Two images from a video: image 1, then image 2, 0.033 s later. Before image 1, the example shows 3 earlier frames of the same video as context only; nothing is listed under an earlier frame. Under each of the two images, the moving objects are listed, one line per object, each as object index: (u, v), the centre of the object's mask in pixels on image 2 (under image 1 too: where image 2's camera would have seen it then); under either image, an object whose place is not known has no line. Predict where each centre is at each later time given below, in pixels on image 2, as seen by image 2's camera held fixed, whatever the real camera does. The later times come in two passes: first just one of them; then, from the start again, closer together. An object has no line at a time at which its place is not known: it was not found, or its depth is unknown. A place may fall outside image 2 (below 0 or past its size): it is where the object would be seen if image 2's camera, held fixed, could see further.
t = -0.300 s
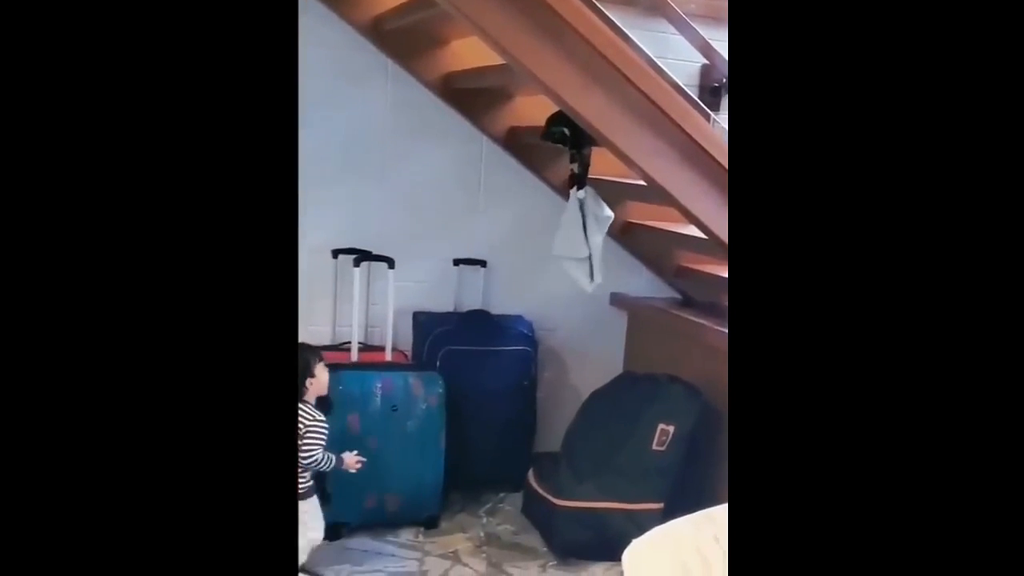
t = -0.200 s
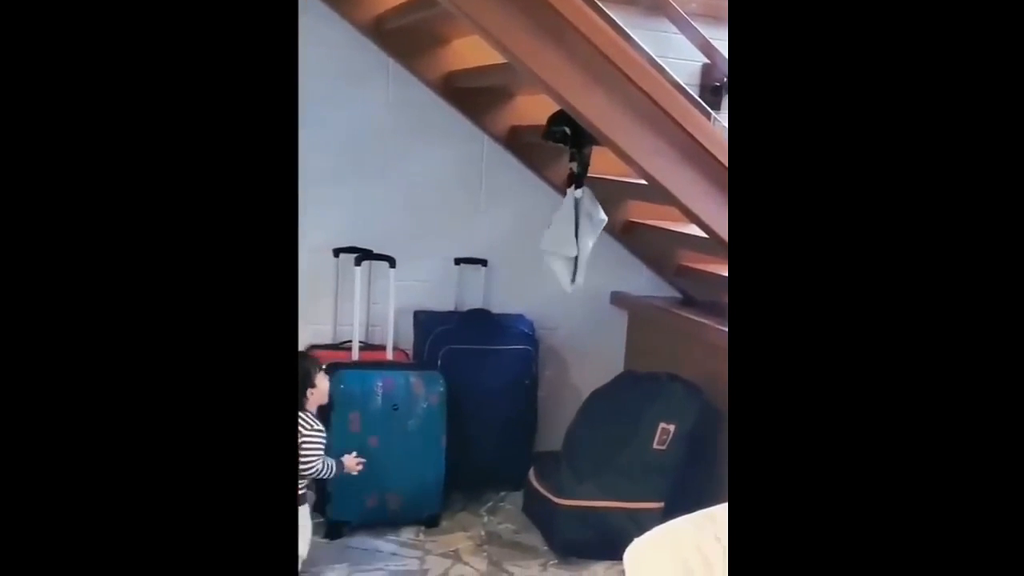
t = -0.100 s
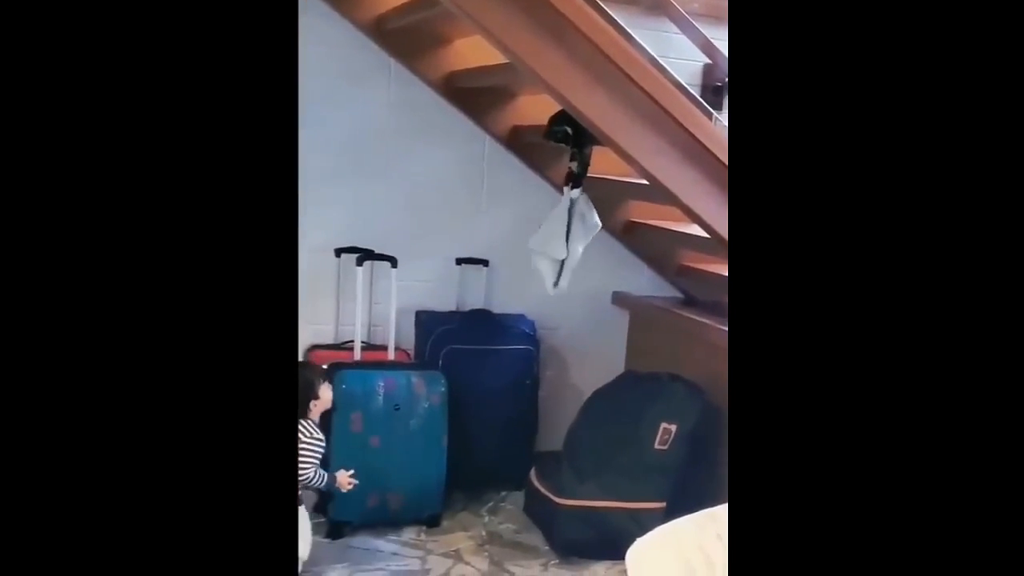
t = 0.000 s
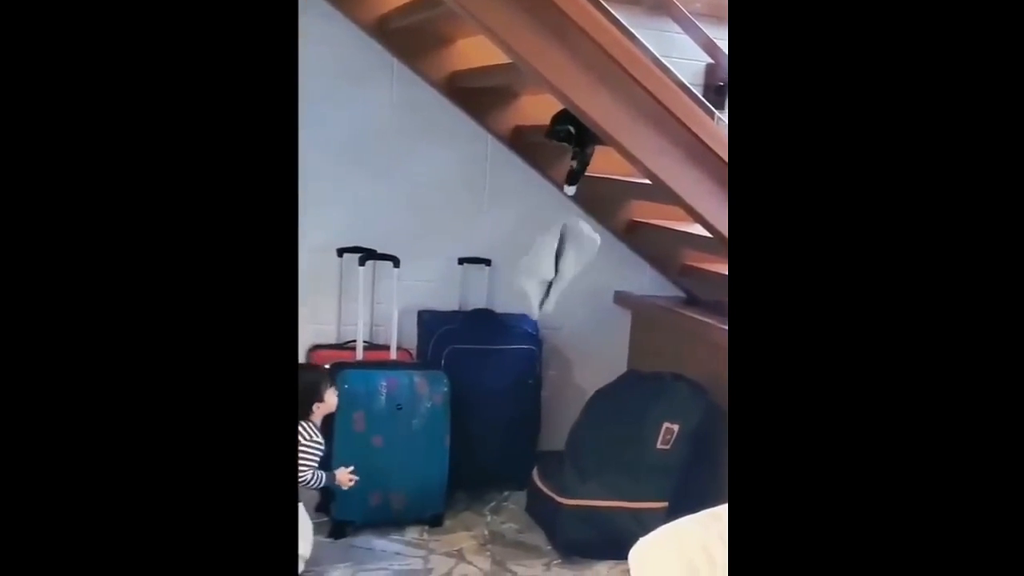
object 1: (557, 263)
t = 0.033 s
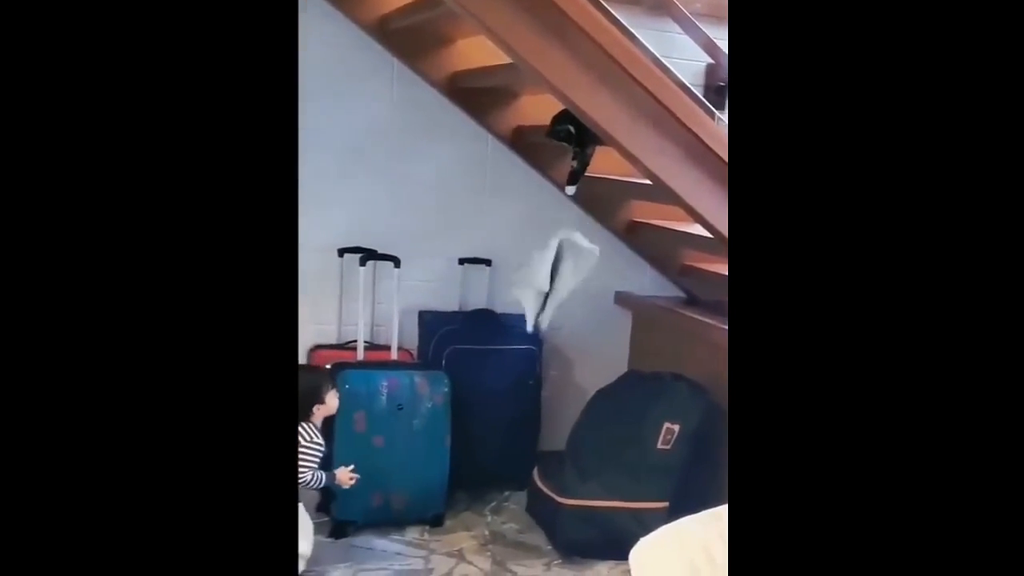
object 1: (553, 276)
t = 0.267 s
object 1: (515, 436)
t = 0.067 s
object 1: (548, 293)
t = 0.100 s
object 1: (542, 312)
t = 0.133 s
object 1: (537, 335)
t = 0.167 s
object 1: (532, 359)
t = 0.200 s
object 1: (527, 381)
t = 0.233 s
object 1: (521, 407)
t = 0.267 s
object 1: (515, 436)
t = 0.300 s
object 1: (508, 466)
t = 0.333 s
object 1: (500, 496)
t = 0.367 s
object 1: (494, 517)
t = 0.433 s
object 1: (486, 534)
